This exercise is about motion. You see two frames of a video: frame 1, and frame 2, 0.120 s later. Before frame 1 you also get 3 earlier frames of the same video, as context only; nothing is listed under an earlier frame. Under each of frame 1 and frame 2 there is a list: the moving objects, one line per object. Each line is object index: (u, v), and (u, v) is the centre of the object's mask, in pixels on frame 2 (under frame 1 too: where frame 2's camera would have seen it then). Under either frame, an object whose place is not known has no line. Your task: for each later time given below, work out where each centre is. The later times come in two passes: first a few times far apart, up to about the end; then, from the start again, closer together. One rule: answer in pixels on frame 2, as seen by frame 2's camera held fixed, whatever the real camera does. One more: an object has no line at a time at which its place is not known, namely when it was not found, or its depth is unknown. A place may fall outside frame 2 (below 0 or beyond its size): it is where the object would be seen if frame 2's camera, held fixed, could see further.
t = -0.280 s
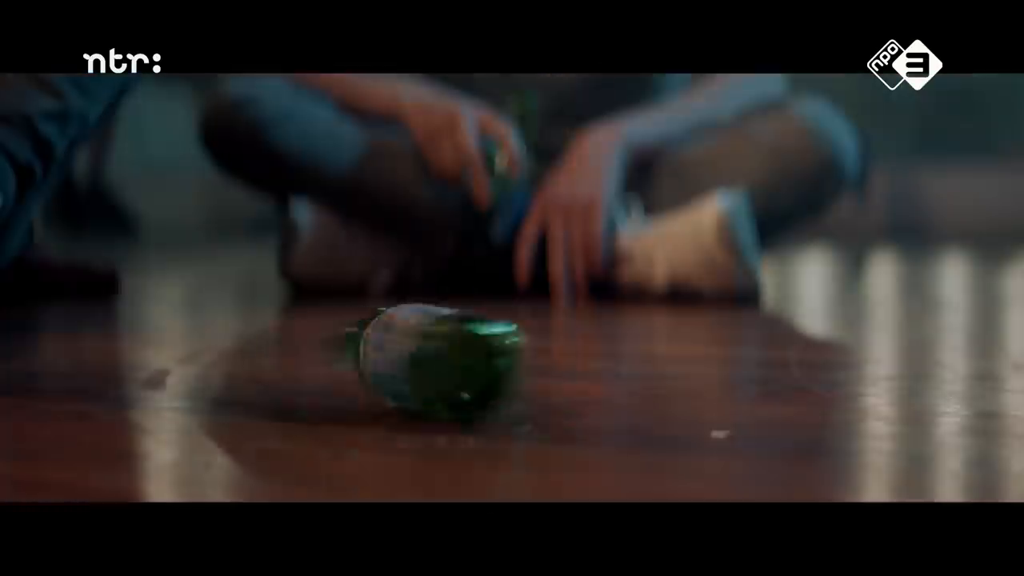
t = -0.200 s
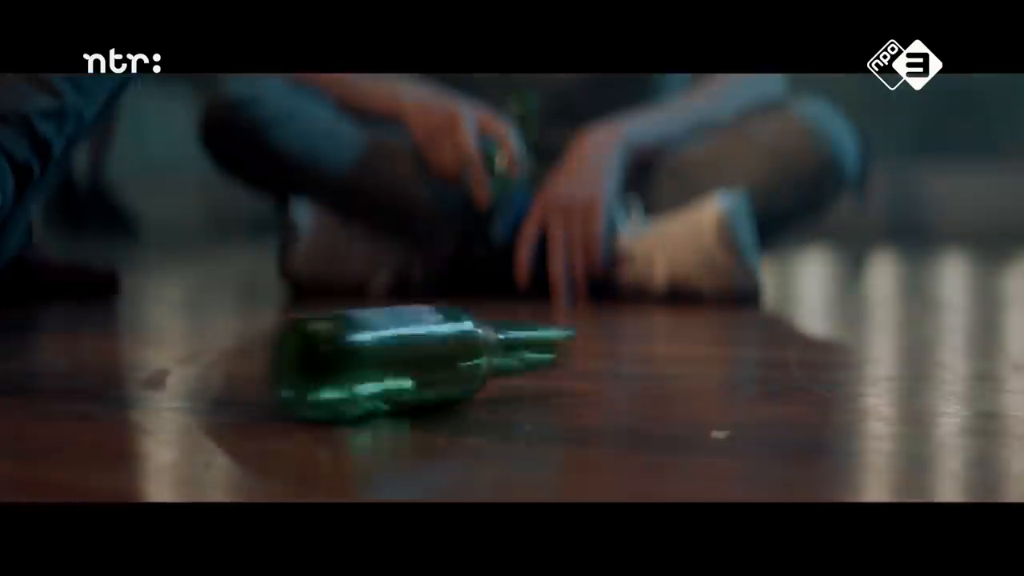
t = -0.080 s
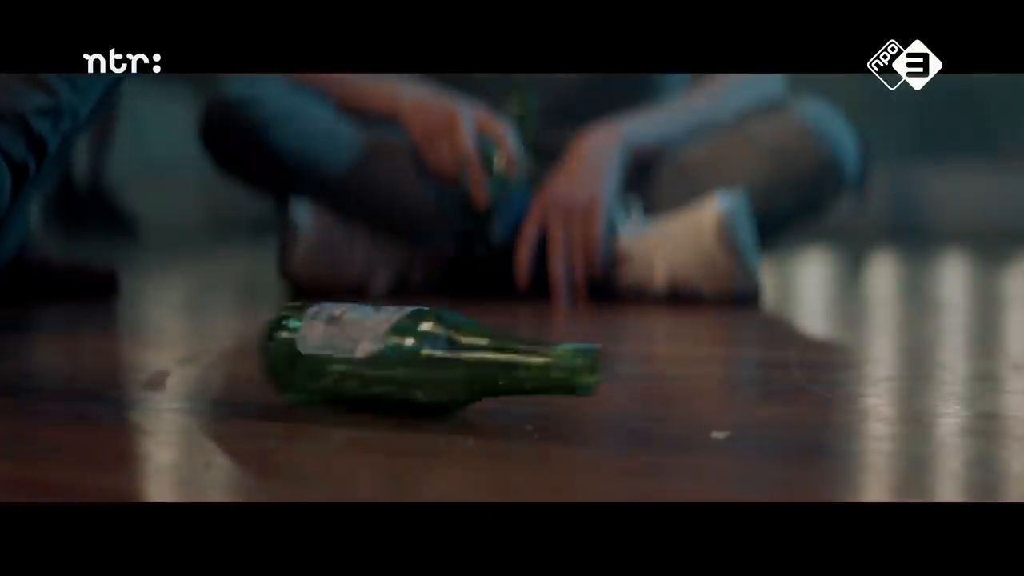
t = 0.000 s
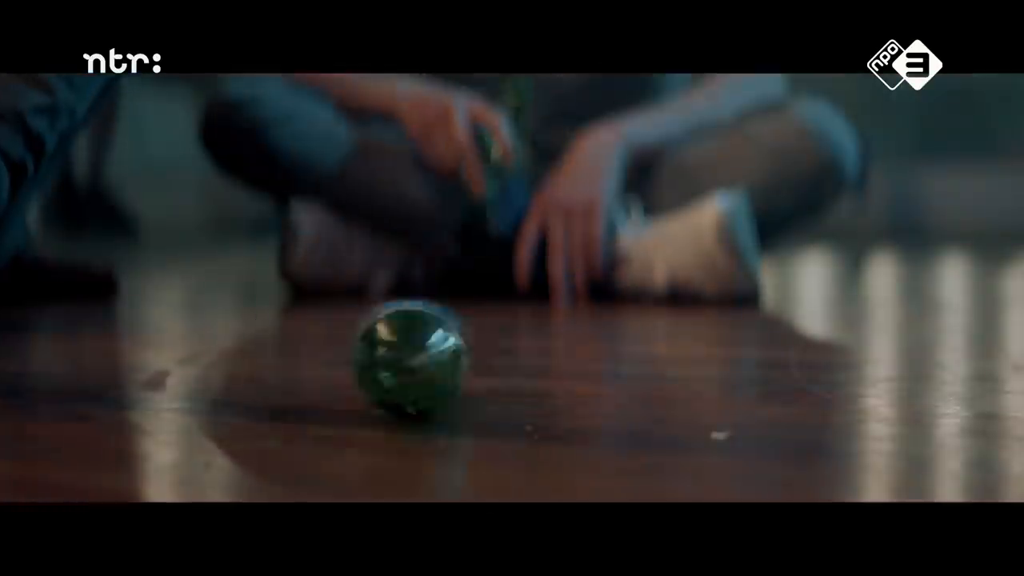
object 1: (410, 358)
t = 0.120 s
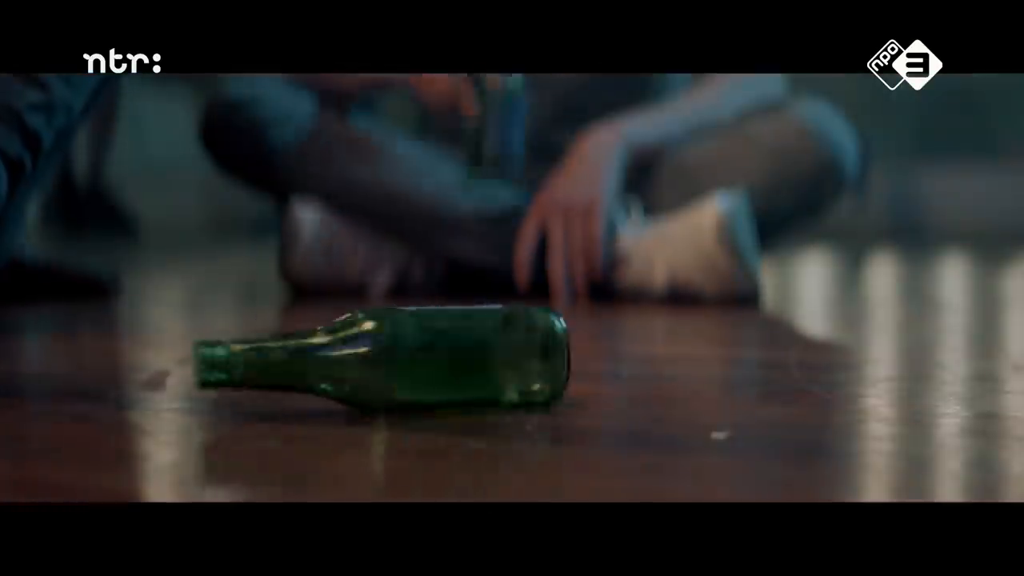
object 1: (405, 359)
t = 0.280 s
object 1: (432, 363)
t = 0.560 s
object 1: (446, 360)
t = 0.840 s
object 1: (426, 361)
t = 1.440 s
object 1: (455, 364)
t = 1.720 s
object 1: (483, 363)
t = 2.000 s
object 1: (534, 361)
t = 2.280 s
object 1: (605, 357)
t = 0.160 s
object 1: (408, 358)
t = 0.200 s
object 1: (420, 359)
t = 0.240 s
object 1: (429, 359)
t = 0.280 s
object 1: (432, 363)
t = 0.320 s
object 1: (419, 362)
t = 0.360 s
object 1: (414, 361)
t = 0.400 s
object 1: (425, 360)
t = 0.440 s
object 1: (433, 360)
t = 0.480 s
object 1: (445, 360)
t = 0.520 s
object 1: (448, 360)
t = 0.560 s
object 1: (446, 360)
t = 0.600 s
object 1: (442, 360)
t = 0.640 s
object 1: (437, 359)
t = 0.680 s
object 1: (430, 358)
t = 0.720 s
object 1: (431, 358)
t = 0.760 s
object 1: (429, 360)
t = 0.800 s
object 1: (427, 361)
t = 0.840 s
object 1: (426, 361)
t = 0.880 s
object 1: (425, 361)
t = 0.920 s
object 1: (426, 360)
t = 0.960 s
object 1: (428, 361)
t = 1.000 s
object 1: (428, 361)
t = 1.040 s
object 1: (430, 361)
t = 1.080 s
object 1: (435, 361)
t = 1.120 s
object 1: (436, 361)
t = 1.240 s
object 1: (444, 362)
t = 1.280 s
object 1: (446, 362)
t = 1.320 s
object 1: (447, 363)
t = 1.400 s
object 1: (452, 363)
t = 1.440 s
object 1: (455, 364)
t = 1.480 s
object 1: (458, 364)
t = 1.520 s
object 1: (460, 364)
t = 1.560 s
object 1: (463, 364)
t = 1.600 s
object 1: (467, 364)
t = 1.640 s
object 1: (471, 364)
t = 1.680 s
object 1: (476, 363)
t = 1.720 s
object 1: (483, 363)
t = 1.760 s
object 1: (488, 363)
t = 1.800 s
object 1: (495, 362)
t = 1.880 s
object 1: (508, 362)
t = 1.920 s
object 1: (516, 362)
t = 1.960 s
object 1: (525, 361)
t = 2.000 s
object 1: (534, 361)
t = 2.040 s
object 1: (542, 361)
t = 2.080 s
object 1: (551, 360)
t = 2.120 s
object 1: (561, 359)
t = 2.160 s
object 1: (572, 359)
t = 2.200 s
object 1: (582, 359)
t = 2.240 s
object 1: (595, 358)
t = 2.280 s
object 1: (605, 357)
